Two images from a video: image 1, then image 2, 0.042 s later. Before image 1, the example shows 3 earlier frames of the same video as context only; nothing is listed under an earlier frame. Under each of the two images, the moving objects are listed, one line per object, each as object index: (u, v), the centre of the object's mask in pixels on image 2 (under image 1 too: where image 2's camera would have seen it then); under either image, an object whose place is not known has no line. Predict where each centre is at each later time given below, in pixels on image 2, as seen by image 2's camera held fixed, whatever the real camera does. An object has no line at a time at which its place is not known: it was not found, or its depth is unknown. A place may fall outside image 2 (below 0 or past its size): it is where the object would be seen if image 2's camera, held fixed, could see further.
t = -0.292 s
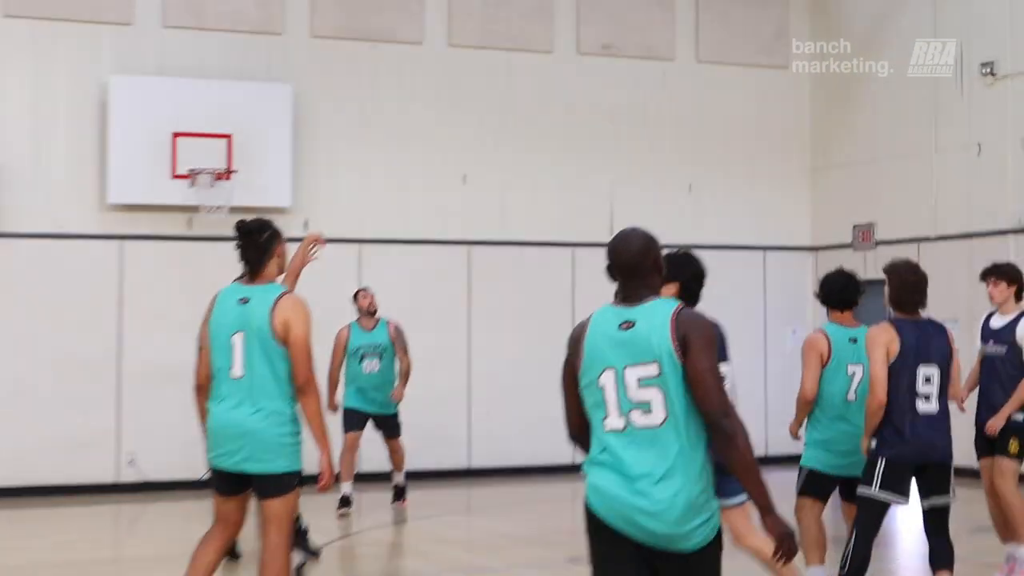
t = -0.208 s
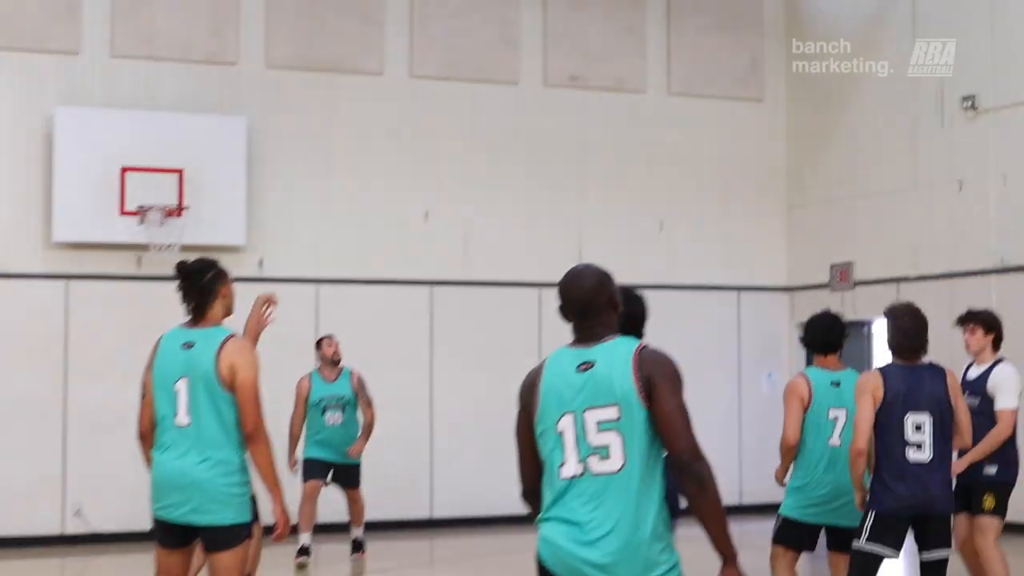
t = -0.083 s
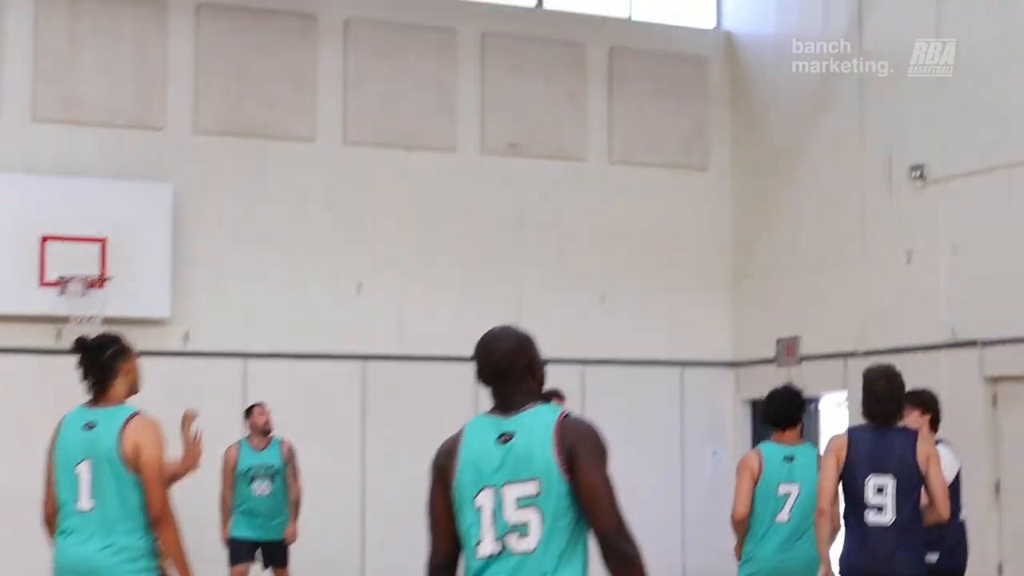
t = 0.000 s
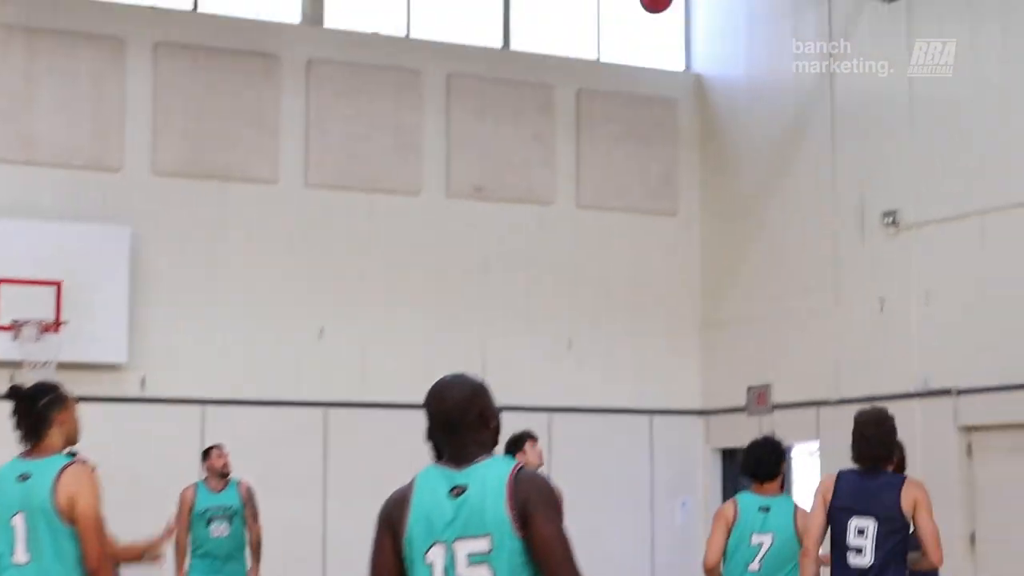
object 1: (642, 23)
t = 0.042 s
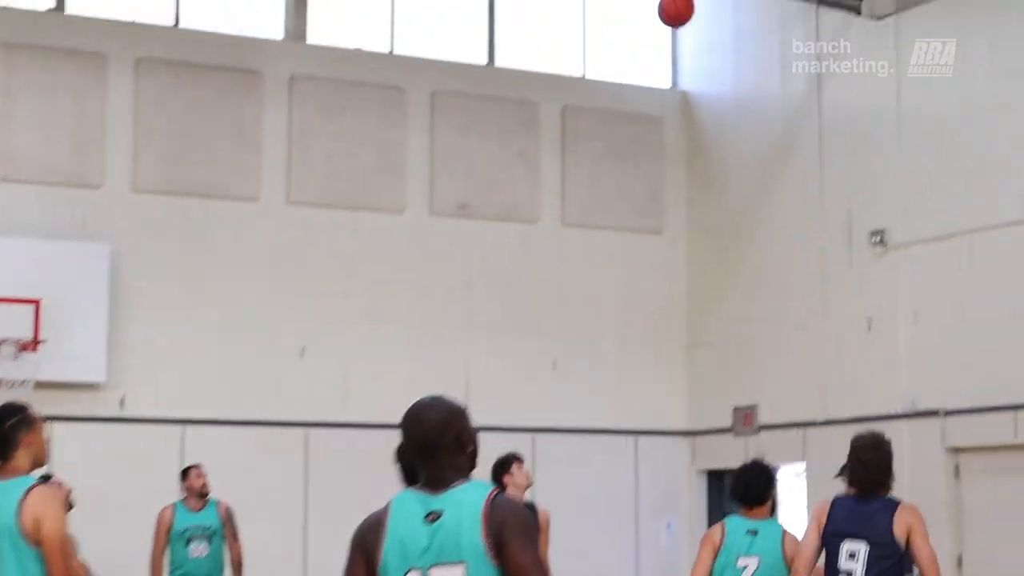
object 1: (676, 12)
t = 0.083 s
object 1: (709, 6)
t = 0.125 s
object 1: (742, 9)
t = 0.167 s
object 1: (791, 16)
